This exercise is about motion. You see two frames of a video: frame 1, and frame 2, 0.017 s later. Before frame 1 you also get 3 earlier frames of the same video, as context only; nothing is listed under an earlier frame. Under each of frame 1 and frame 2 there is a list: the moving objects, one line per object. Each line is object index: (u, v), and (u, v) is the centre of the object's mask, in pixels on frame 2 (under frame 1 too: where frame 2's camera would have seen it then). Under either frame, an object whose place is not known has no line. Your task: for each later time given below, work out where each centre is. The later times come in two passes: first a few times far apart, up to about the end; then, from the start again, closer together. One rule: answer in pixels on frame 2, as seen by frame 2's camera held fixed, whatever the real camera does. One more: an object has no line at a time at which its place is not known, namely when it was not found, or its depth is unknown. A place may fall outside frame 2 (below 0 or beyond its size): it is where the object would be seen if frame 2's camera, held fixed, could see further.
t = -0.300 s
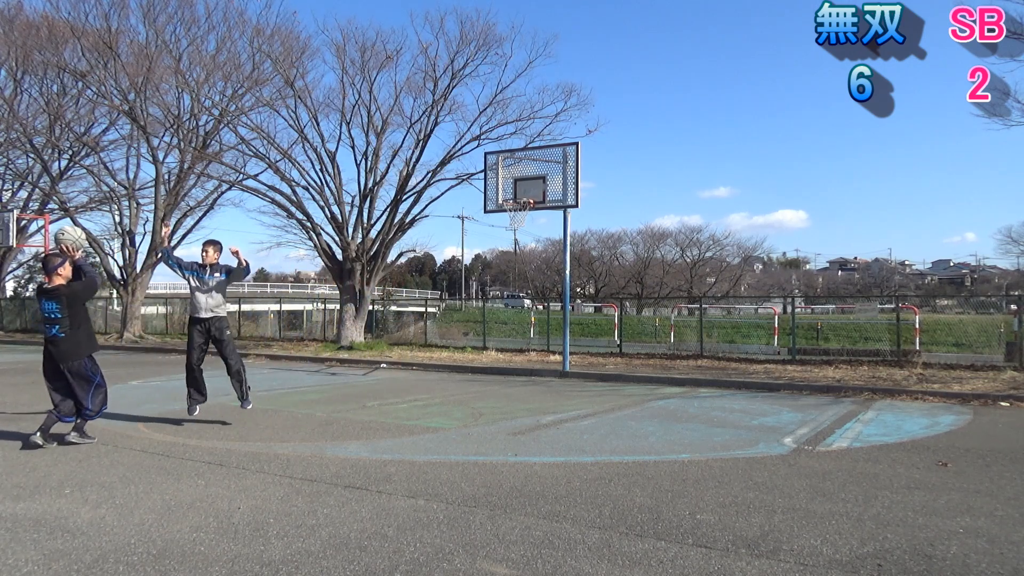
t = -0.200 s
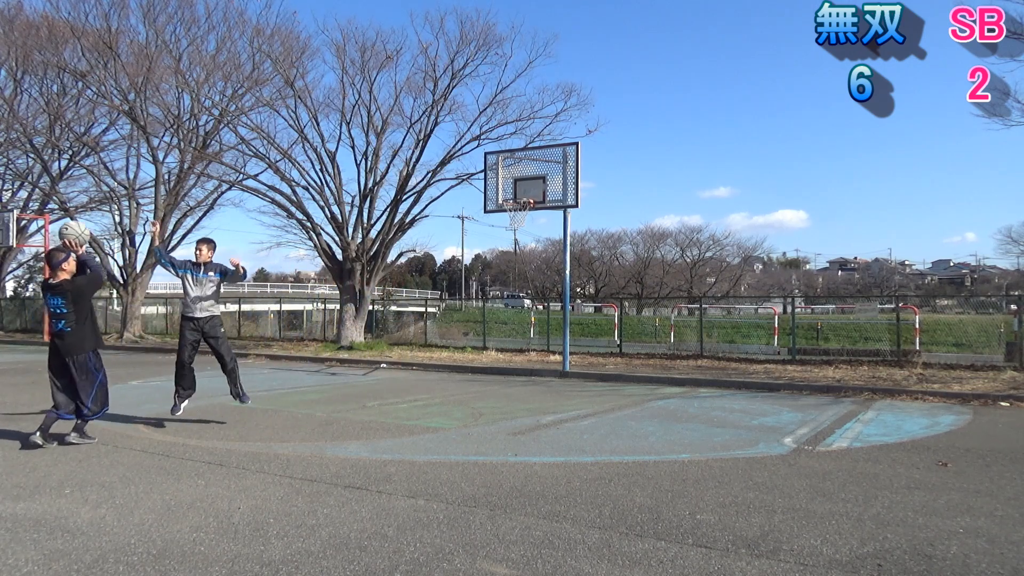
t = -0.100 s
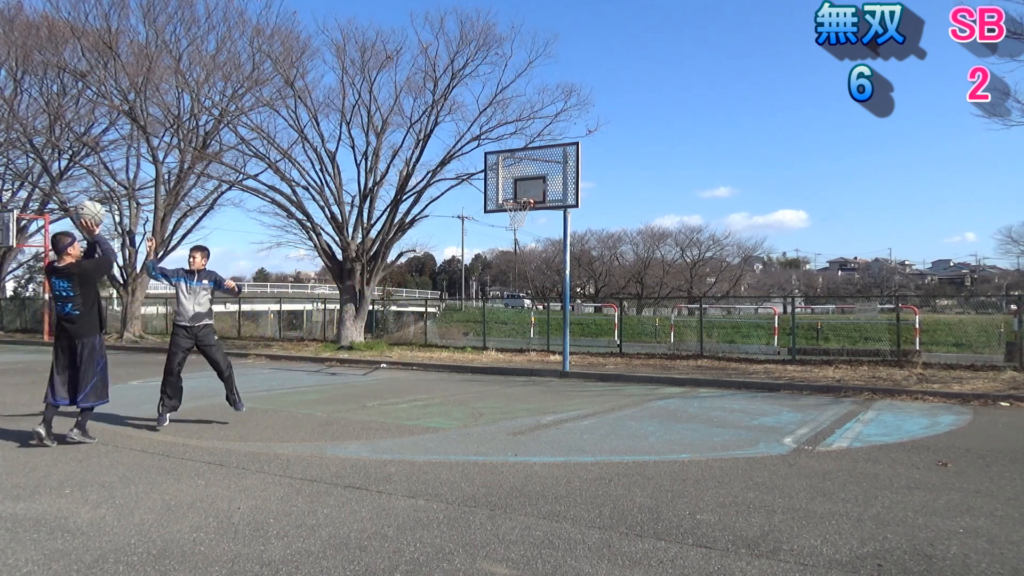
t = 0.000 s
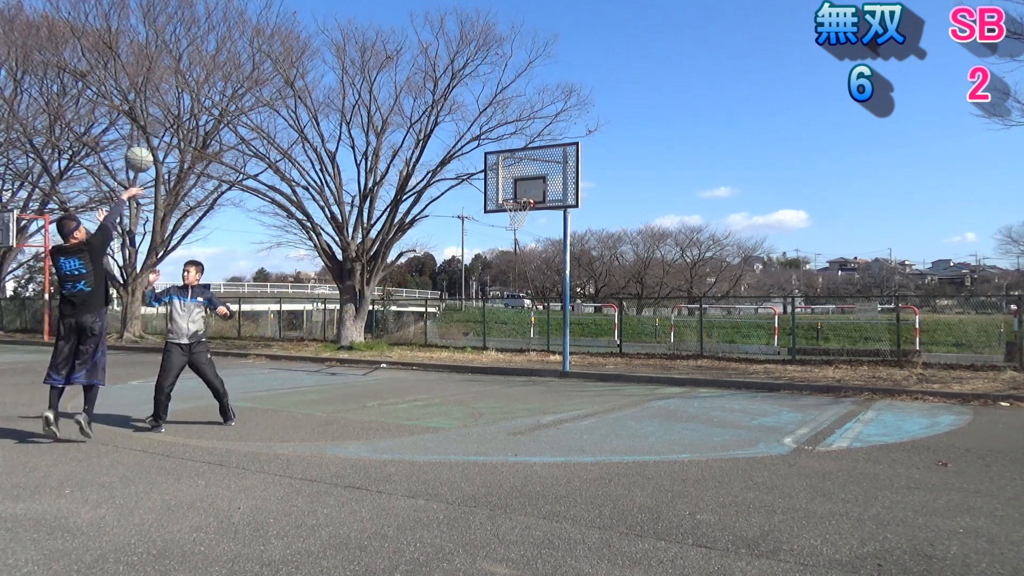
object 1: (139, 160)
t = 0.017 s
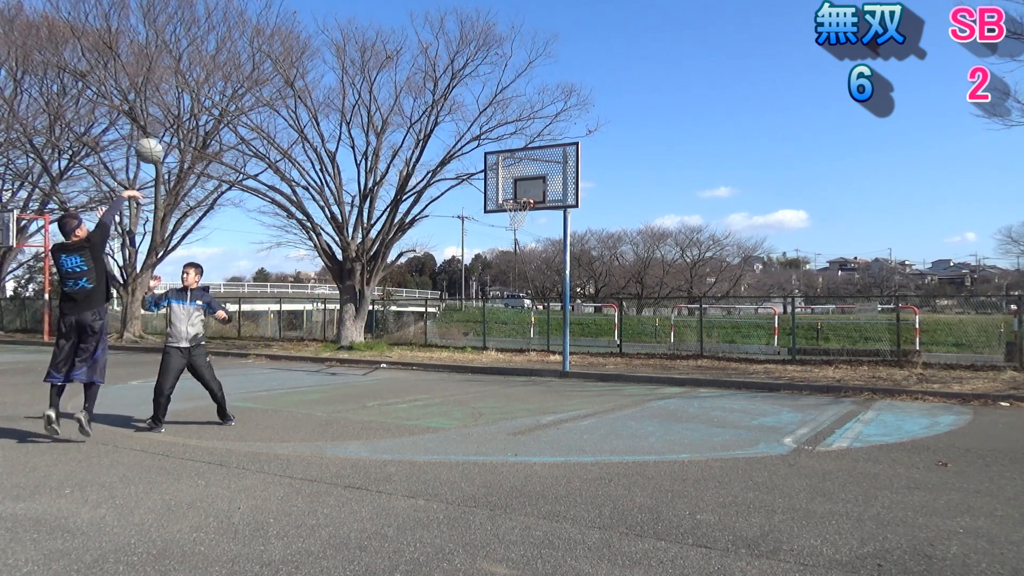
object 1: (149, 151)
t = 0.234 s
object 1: (260, 75)
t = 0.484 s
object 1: (359, 50)
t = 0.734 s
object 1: (435, 73)
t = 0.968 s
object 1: (494, 126)
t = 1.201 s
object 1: (544, 202)
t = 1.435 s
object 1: (520, 268)
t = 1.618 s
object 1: (496, 354)
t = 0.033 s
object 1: (159, 143)
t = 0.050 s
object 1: (168, 135)
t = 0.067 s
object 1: (178, 128)
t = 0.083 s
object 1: (187, 120)
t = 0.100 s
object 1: (196, 114)
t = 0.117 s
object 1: (204, 108)
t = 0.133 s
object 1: (213, 102)
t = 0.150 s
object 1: (221, 97)
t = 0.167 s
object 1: (229, 92)
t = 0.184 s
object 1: (237, 87)
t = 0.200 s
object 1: (245, 82)
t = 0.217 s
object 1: (253, 78)
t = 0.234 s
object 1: (260, 75)
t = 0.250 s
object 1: (268, 71)
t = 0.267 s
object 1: (275, 68)
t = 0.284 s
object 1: (282, 65)
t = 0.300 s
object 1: (289, 62)
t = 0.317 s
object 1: (296, 60)
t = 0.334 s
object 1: (303, 58)
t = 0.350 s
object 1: (310, 56)
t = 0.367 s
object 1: (316, 54)
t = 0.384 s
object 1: (322, 53)
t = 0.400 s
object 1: (329, 52)
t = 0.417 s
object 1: (335, 51)
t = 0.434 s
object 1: (341, 51)
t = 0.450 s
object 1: (347, 50)
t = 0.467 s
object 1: (353, 50)
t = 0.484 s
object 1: (359, 50)
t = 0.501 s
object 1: (365, 50)
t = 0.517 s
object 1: (370, 51)
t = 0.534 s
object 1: (376, 52)
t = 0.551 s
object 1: (381, 52)
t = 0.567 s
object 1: (386, 53)
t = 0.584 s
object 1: (391, 54)
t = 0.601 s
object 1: (397, 56)
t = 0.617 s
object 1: (401, 57)
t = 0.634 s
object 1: (407, 59)
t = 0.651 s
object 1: (412, 61)
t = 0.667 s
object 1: (417, 64)
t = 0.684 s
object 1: (421, 65)
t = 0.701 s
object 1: (427, 68)
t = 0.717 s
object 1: (431, 71)
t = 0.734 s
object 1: (435, 73)
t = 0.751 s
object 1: (440, 77)
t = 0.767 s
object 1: (444, 79)
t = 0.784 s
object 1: (449, 82)
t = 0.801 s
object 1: (454, 85)
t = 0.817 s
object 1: (457, 89)
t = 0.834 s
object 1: (462, 93)
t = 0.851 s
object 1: (466, 97)
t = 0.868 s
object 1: (470, 101)
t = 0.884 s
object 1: (474, 105)
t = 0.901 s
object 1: (479, 109)
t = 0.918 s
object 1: (482, 113)
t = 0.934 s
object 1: (486, 117)
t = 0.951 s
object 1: (490, 122)
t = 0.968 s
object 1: (494, 126)
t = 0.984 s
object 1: (498, 131)
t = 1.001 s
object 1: (502, 136)
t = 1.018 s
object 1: (505, 141)
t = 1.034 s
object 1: (509, 145)
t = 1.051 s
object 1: (513, 151)
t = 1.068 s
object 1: (516, 156)
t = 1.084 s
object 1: (520, 161)
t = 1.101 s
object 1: (524, 167)
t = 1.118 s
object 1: (527, 172)
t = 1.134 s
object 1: (530, 178)
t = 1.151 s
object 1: (534, 184)
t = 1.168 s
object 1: (537, 190)
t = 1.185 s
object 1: (540, 196)
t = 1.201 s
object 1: (544, 202)
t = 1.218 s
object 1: (545, 207)
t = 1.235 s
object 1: (543, 210)
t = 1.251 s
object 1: (541, 214)
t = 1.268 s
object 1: (539, 218)
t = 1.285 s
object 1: (537, 222)
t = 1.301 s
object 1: (535, 227)
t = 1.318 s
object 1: (533, 231)
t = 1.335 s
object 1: (531, 236)
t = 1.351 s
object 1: (530, 241)
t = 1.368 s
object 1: (527, 246)
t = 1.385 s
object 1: (526, 251)
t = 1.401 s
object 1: (524, 256)
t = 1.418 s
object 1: (523, 262)
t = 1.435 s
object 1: (520, 268)
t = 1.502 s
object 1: (511, 294)
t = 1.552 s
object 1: (504, 318)
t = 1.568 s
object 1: (502, 327)
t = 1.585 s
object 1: (500, 335)
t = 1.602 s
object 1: (498, 344)
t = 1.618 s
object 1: (496, 354)
